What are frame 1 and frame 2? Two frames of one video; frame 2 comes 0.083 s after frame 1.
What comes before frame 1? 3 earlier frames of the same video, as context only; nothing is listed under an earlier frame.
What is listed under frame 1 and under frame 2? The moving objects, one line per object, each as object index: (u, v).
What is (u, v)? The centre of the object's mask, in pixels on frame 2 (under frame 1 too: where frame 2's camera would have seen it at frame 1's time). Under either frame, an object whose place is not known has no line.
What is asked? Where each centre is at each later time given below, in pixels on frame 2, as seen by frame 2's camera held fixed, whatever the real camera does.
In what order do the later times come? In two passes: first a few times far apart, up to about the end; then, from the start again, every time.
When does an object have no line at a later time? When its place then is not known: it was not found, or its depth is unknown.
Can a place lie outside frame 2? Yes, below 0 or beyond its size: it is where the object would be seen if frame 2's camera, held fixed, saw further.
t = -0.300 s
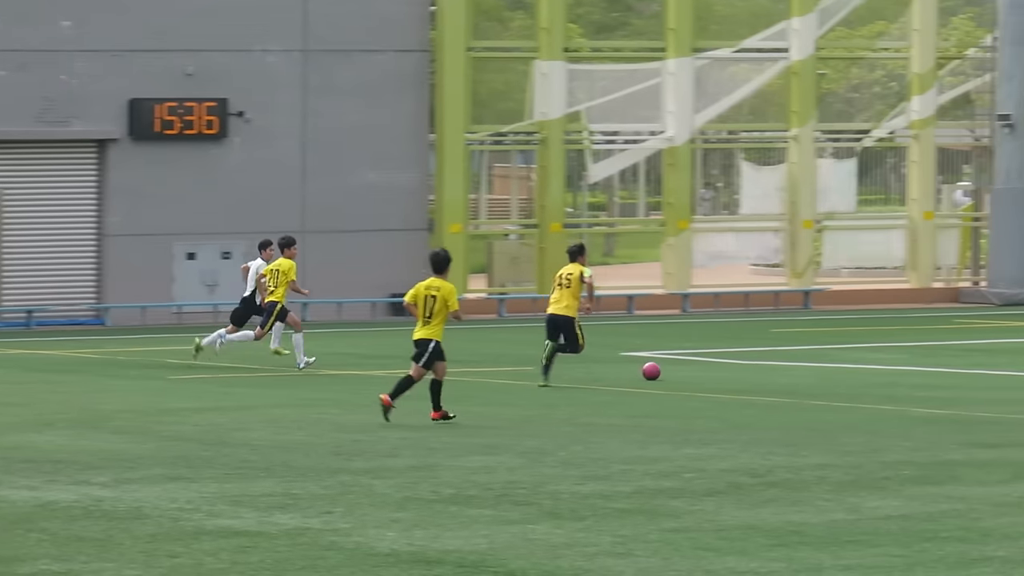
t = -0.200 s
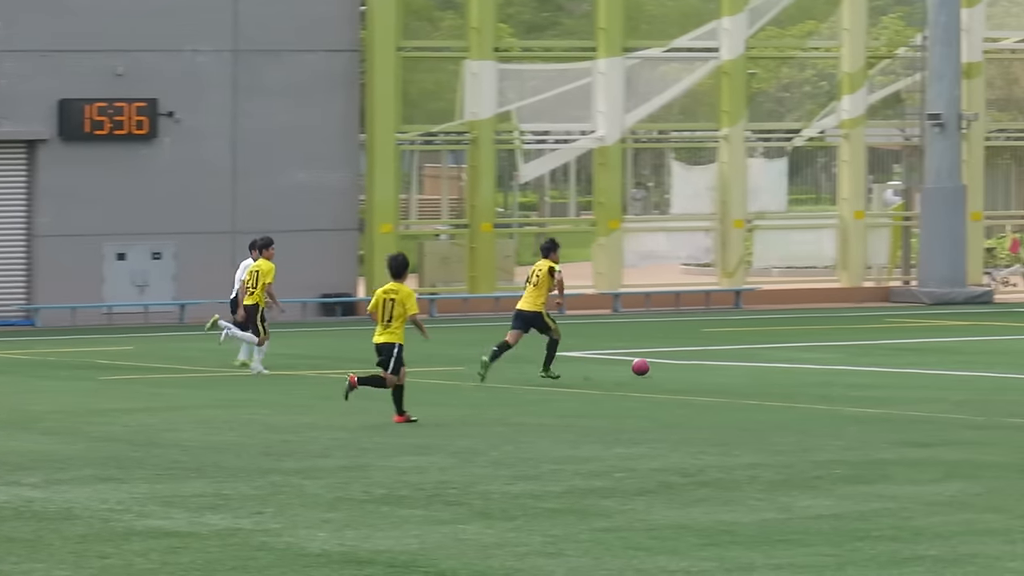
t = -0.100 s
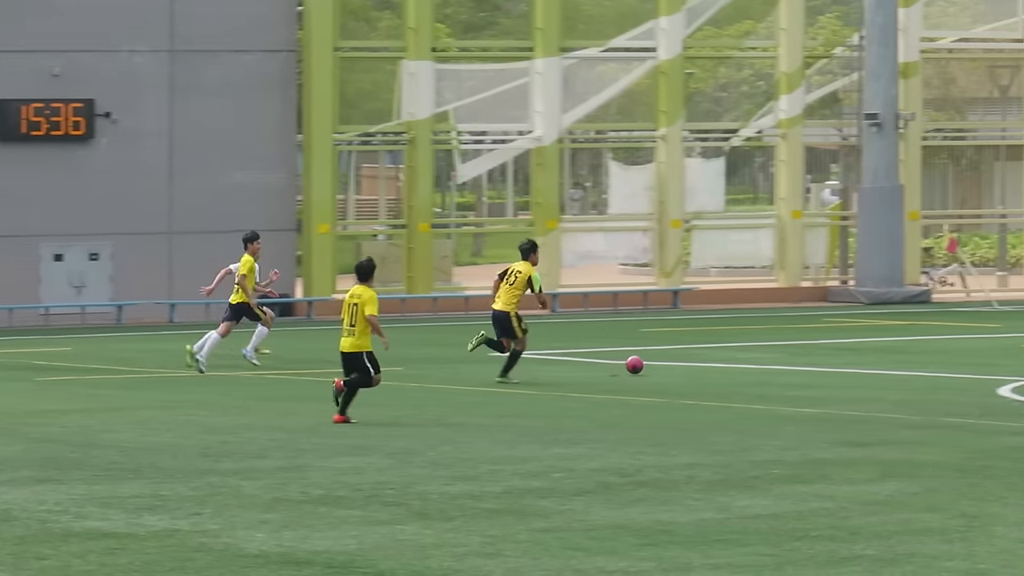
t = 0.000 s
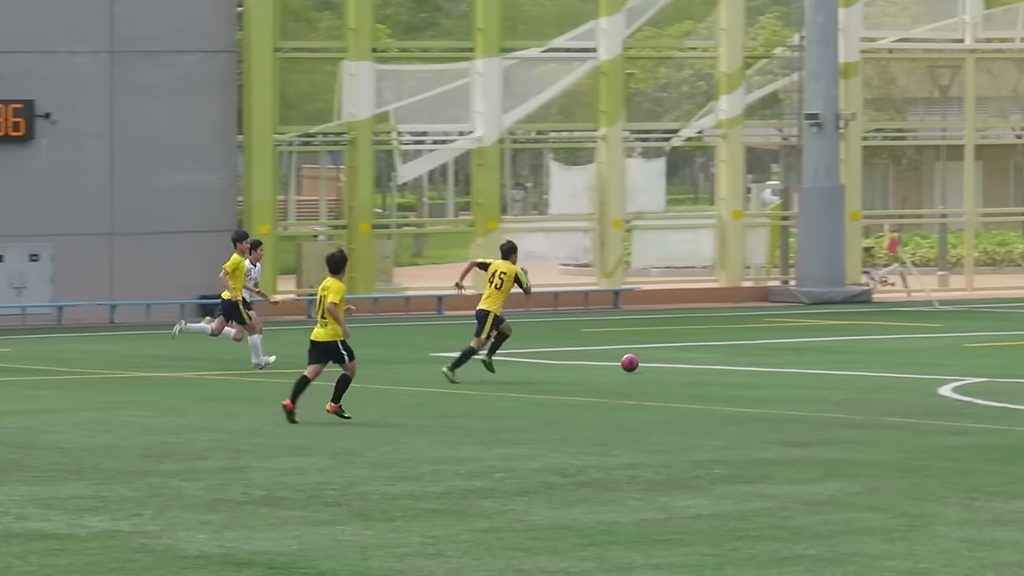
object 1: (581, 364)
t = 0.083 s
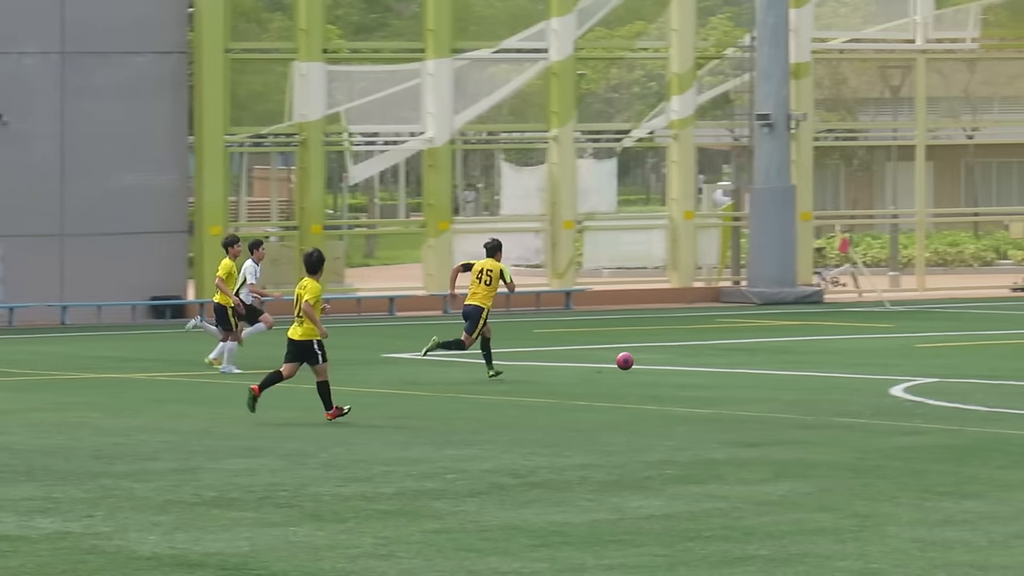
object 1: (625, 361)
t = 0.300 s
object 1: (733, 351)
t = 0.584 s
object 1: (864, 346)
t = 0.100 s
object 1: (633, 360)
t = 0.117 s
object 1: (642, 360)
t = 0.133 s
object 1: (650, 359)
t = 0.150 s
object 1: (659, 359)
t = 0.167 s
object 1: (667, 359)
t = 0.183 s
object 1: (676, 360)
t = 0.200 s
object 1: (684, 361)
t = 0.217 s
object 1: (692, 359)
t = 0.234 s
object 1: (700, 358)
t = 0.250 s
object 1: (708, 356)
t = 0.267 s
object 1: (716, 354)
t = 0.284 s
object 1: (725, 352)
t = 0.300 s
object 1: (733, 351)
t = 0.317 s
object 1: (741, 351)
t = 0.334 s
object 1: (749, 350)
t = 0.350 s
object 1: (756, 349)
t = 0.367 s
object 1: (765, 349)
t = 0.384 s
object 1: (773, 349)
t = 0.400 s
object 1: (780, 350)
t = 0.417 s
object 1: (788, 350)
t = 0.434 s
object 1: (796, 351)
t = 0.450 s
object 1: (804, 352)
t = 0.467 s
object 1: (812, 353)
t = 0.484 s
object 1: (819, 355)
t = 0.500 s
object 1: (827, 354)
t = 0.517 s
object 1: (834, 351)
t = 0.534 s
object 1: (842, 350)
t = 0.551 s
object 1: (849, 348)
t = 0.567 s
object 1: (857, 347)
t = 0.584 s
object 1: (864, 346)
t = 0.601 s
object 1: (871, 345)
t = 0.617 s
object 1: (879, 345)
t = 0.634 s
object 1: (886, 344)
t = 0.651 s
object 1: (893, 344)
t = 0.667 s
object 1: (900, 344)
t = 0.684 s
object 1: (908, 345)
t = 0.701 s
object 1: (915, 345)
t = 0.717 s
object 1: (922, 346)
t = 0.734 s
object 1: (929, 347)
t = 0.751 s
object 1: (936, 349)
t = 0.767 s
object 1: (943, 349)
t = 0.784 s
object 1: (950, 348)
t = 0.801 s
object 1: (957, 346)
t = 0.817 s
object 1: (964, 345)
